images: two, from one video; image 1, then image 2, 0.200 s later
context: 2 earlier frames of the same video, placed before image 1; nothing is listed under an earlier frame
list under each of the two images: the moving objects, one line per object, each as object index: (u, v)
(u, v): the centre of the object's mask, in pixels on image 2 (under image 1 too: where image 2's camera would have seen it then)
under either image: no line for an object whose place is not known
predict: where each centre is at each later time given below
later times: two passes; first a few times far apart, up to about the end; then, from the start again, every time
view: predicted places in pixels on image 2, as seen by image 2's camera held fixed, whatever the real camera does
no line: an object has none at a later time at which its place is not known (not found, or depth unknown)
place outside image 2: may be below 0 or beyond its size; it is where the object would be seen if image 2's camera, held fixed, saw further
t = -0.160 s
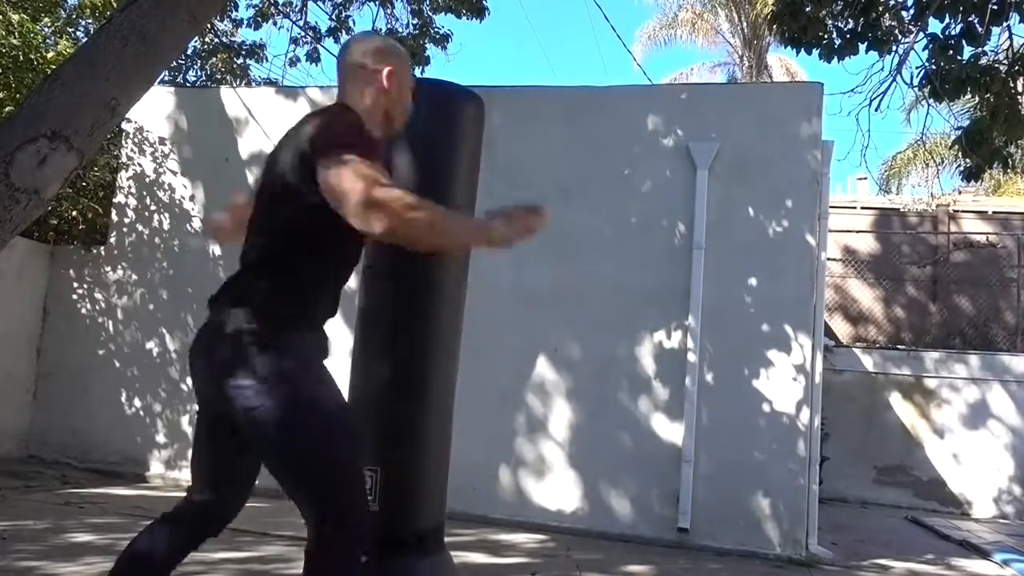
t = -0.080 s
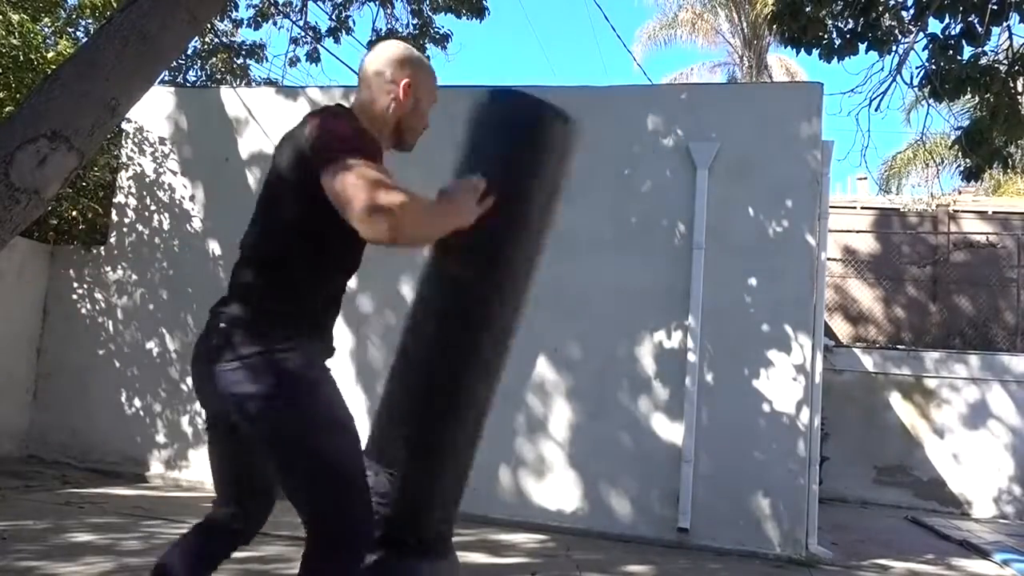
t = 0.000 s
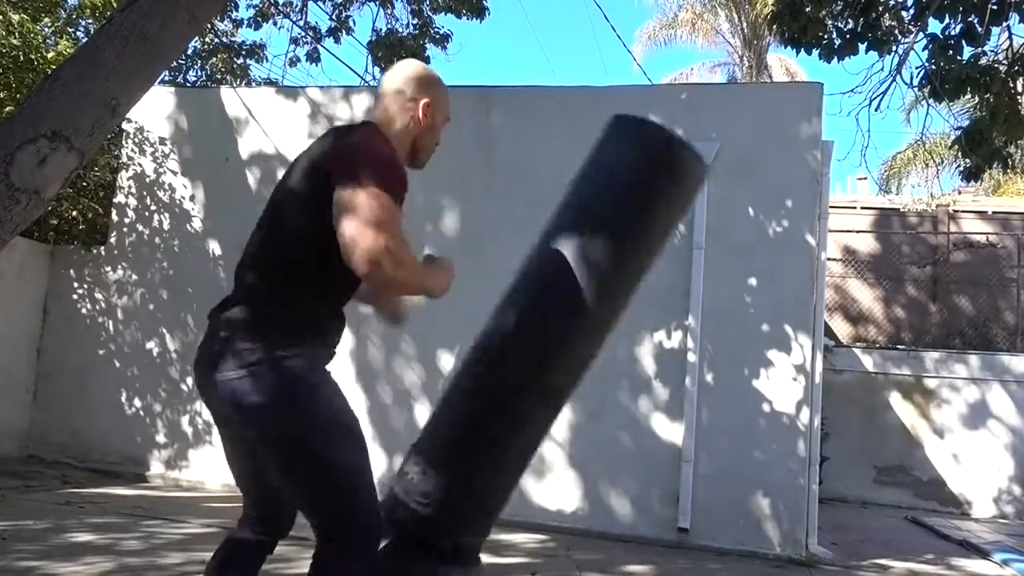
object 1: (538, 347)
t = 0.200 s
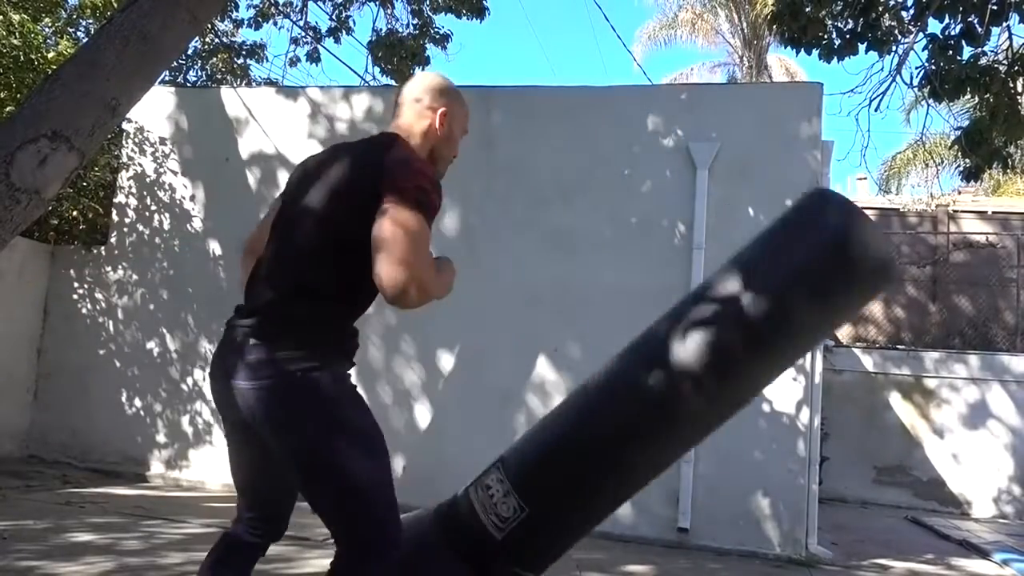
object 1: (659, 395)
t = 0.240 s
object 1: (677, 410)
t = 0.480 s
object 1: (770, 481)
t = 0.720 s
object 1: (783, 534)
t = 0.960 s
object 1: (787, 534)
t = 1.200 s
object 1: (789, 500)
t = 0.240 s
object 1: (677, 410)
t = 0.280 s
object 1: (695, 422)
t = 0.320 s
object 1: (711, 431)
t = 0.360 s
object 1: (730, 441)
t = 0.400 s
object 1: (749, 452)
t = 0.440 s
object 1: (762, 467)
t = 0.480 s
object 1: (770, 481)
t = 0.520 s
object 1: (776, 495)
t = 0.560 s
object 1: (782, 506)
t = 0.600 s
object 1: (790, 517)
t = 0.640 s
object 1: (790, 524)
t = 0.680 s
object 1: (787, 530)
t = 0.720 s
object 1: (783, 534)
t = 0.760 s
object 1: (780, 537)
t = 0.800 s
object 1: (779, 538)
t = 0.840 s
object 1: (780, 539)
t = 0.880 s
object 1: (781, 538)
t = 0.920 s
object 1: (783, 537)
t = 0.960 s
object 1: (787, 534)
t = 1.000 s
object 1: (791, 531)
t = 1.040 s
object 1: (796, 526)
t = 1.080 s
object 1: (798, 522)
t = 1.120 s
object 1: (795, 516)
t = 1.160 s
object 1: (792, 508)
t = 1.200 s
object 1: (789, 500)
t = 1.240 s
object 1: (786, 491)
